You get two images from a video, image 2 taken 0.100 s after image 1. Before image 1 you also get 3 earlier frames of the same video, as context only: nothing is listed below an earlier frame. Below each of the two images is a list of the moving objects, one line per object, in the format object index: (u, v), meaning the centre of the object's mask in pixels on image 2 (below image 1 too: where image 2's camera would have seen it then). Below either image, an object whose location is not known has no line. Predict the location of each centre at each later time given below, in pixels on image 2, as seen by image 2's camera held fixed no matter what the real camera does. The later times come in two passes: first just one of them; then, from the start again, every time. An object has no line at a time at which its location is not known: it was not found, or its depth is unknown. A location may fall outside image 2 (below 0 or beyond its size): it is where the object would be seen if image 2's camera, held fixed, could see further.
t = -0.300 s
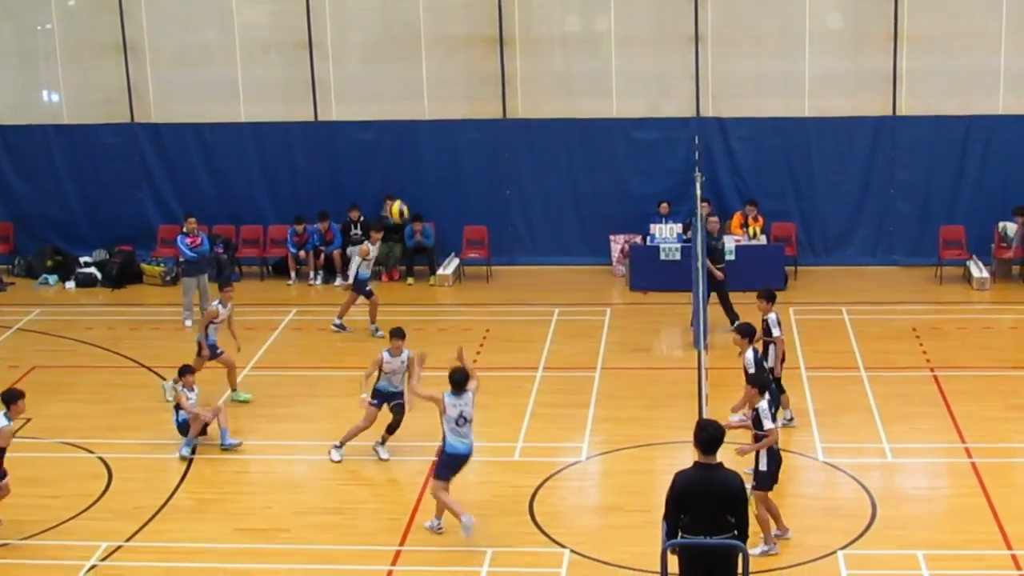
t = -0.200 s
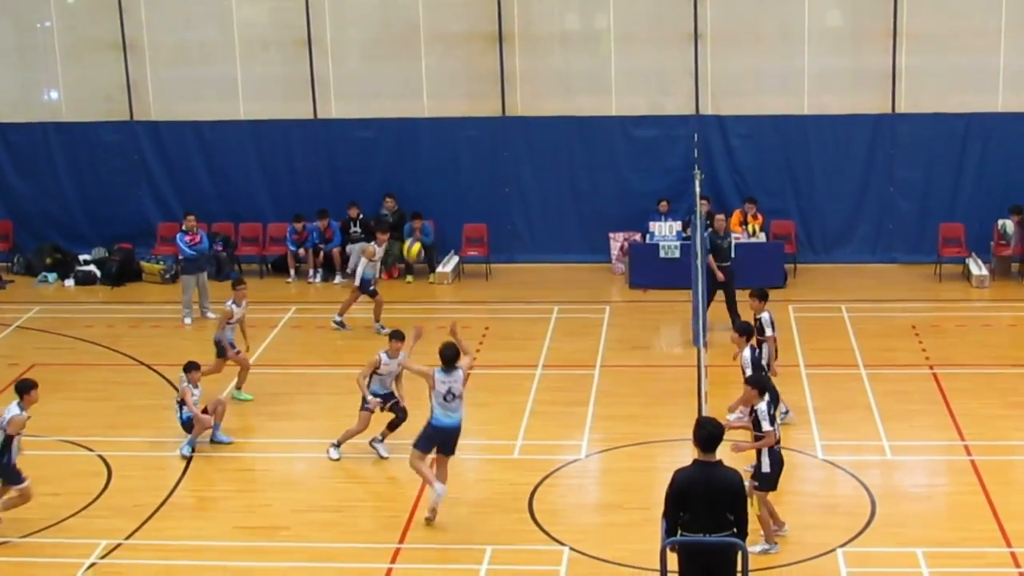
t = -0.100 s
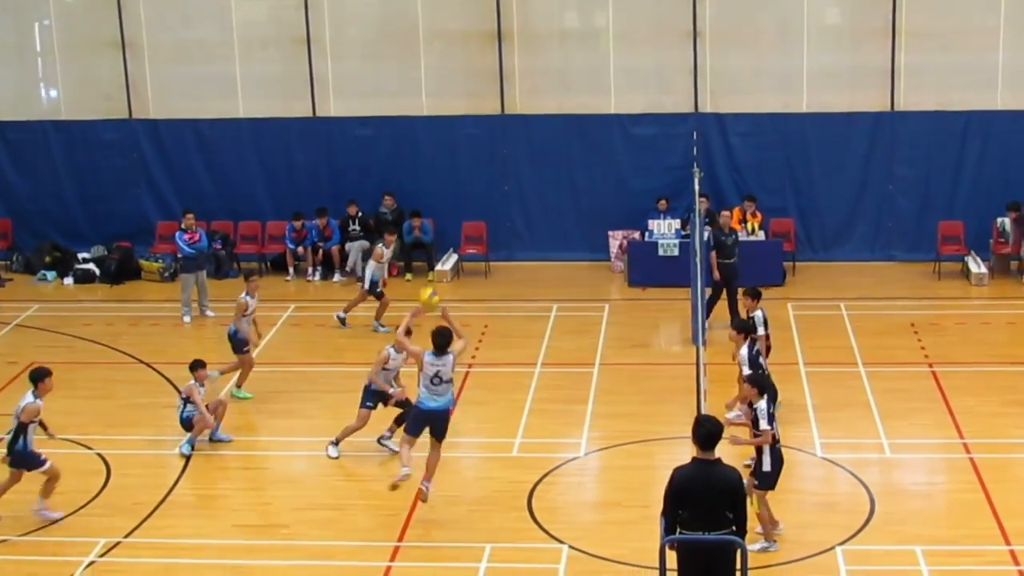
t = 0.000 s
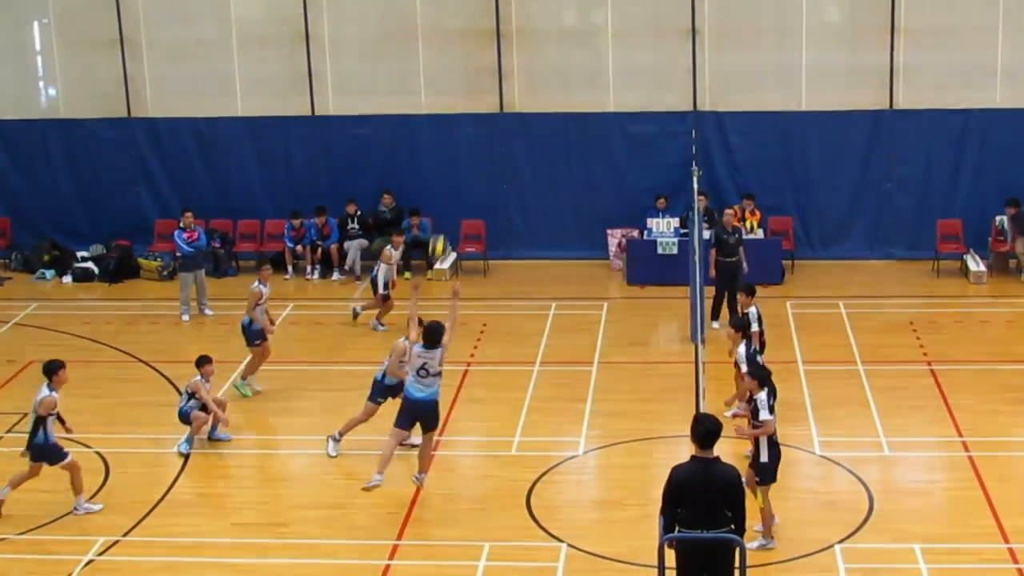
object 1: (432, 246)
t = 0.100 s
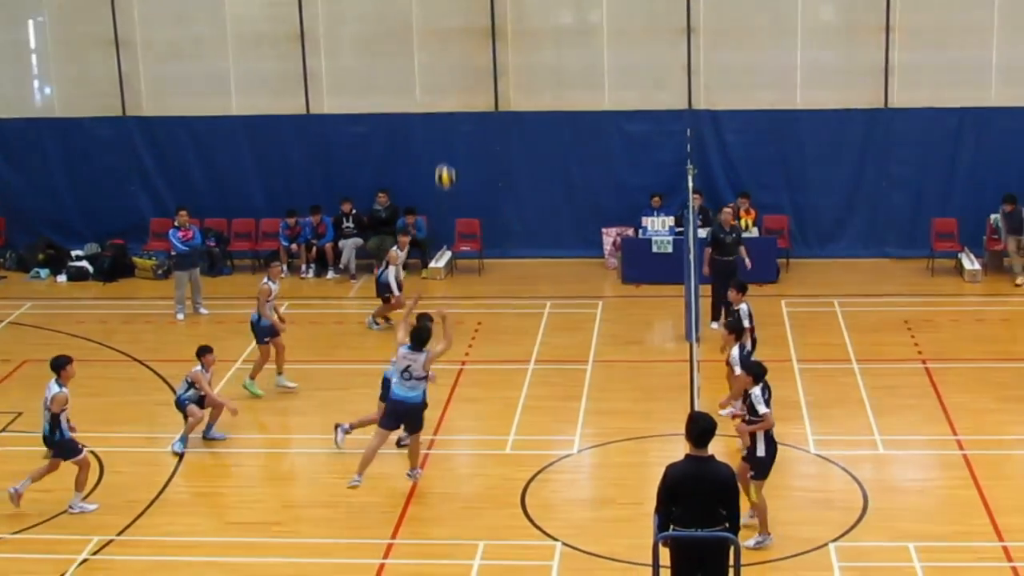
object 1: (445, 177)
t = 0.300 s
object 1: (467, 73)
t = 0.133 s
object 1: (448, 156)
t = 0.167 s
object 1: (452, 137)
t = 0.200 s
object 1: (456, 120)
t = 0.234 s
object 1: (460, 105)
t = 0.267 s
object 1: (463, 88)
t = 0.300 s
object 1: (467, 73)
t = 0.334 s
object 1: (471, 61)
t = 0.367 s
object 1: (473, 49)
